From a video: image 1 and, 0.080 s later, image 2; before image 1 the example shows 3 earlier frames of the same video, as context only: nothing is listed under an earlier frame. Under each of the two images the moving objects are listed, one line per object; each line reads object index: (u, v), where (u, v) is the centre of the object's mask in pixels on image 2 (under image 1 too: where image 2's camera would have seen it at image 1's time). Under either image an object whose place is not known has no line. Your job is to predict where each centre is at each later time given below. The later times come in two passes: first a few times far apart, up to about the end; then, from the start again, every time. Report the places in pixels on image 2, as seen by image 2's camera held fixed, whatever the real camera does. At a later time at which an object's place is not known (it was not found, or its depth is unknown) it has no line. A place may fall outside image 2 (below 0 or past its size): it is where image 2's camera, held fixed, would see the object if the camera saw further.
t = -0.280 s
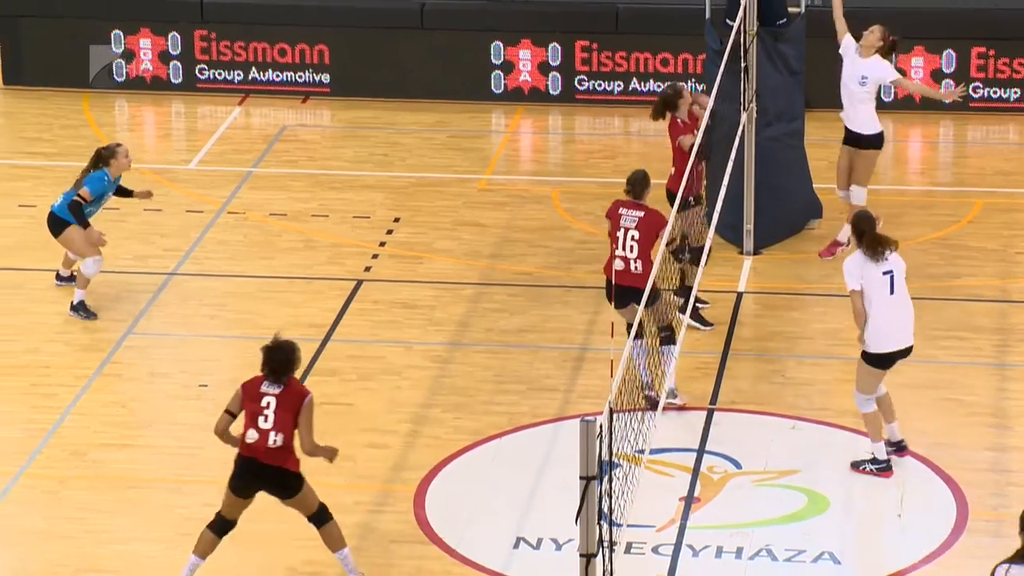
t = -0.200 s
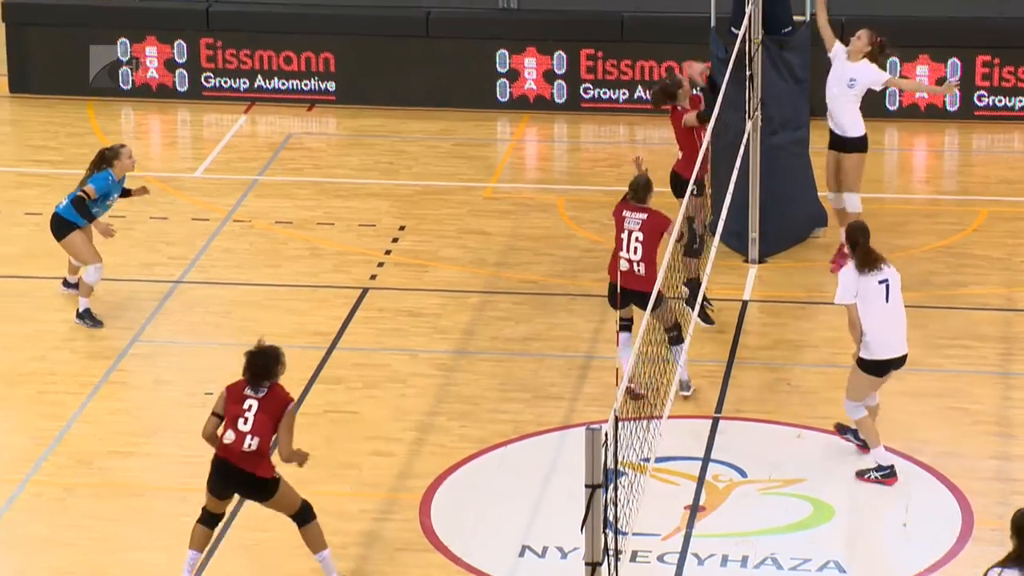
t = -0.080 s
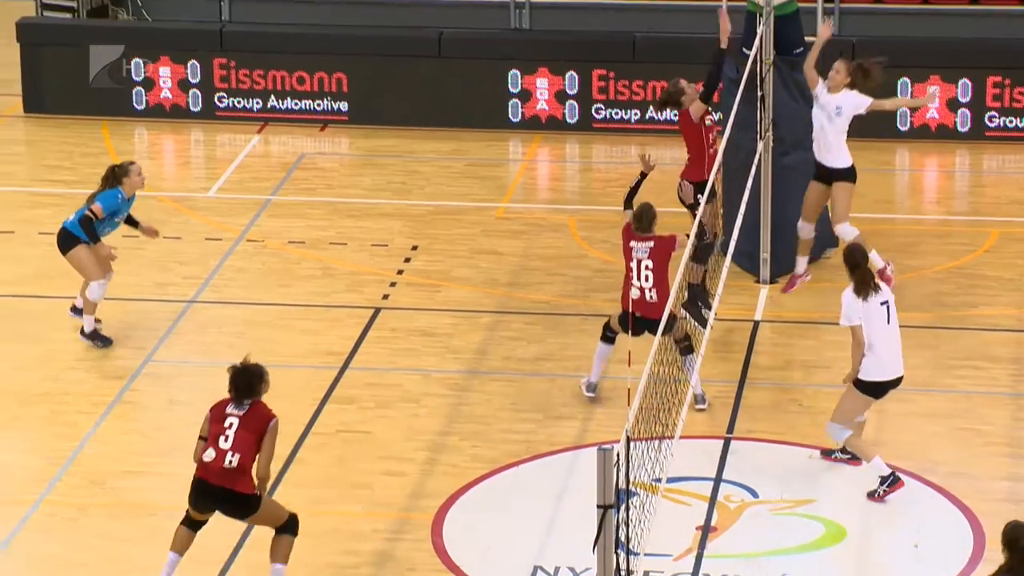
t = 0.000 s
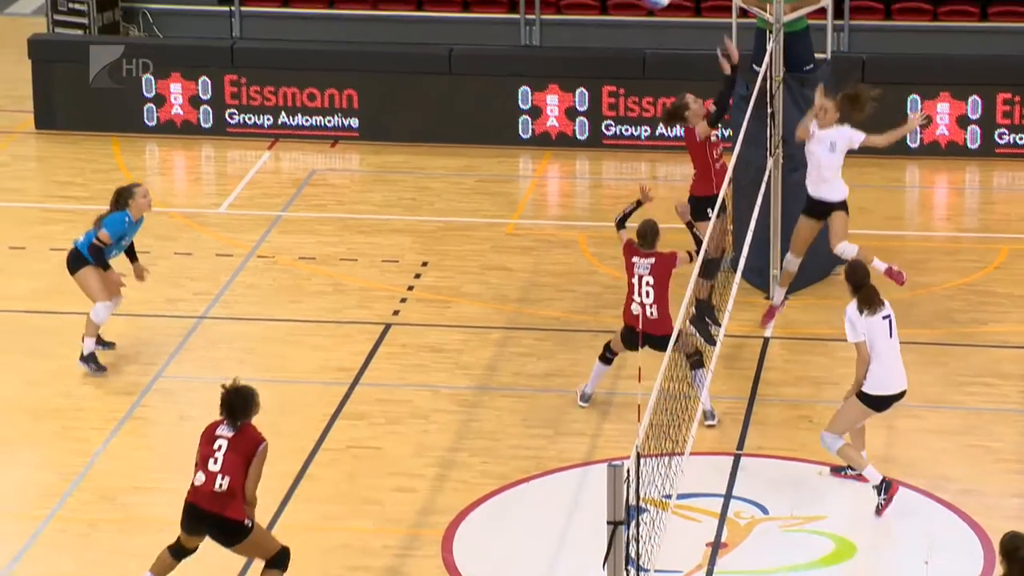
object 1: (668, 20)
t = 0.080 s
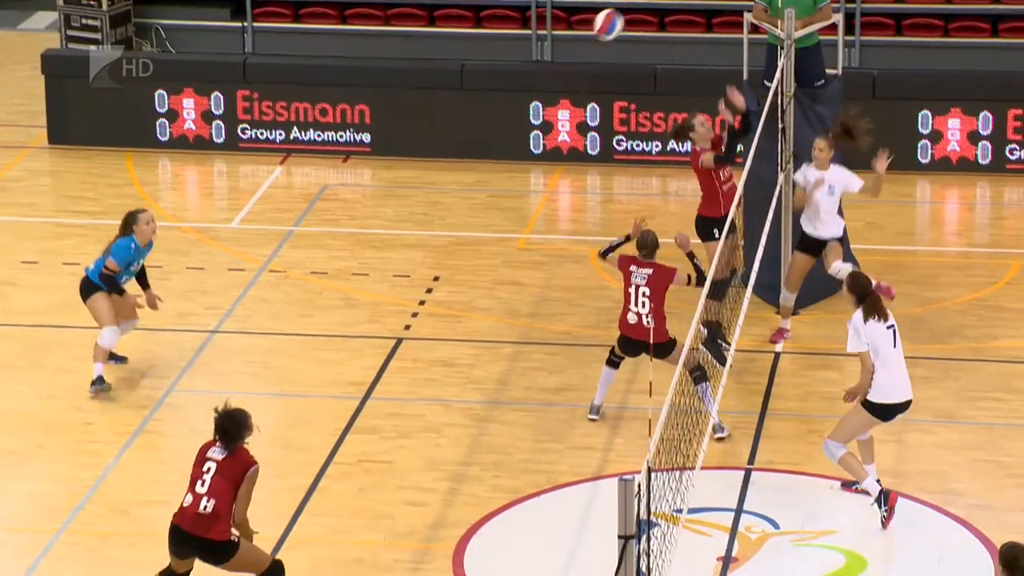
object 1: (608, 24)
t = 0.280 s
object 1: (459, 99)
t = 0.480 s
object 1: (311, 230)
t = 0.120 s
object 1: (578, 35)
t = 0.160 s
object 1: (548, 49)
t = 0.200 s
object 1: (518, 62)
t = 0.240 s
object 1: (488, 80)
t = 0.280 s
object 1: (459, 99)
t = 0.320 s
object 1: (430, 120)
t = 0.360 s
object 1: (401, 144)
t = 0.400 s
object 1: (370, 171)
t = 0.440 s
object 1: (340, 200)
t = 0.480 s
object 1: (311, 230)
